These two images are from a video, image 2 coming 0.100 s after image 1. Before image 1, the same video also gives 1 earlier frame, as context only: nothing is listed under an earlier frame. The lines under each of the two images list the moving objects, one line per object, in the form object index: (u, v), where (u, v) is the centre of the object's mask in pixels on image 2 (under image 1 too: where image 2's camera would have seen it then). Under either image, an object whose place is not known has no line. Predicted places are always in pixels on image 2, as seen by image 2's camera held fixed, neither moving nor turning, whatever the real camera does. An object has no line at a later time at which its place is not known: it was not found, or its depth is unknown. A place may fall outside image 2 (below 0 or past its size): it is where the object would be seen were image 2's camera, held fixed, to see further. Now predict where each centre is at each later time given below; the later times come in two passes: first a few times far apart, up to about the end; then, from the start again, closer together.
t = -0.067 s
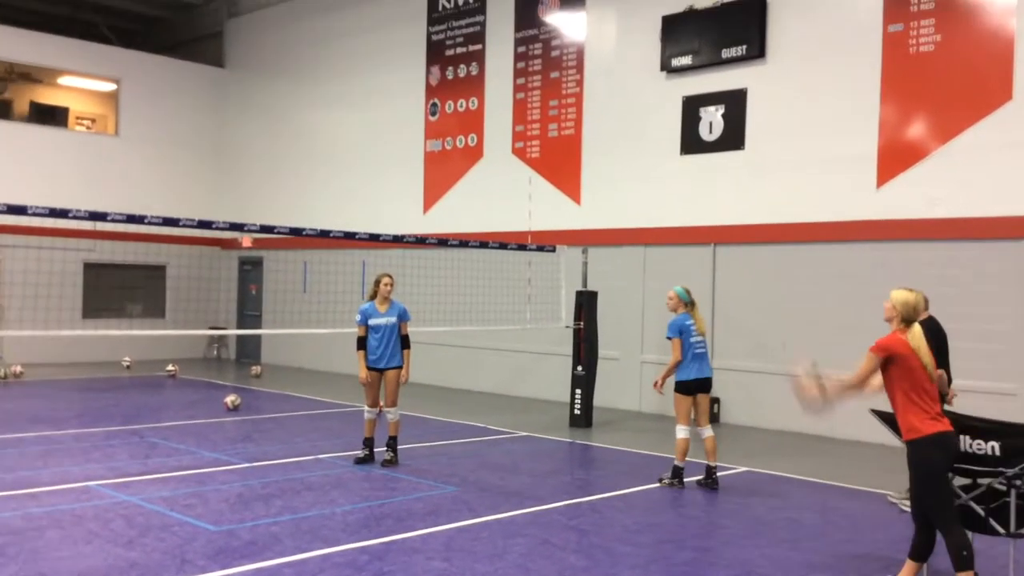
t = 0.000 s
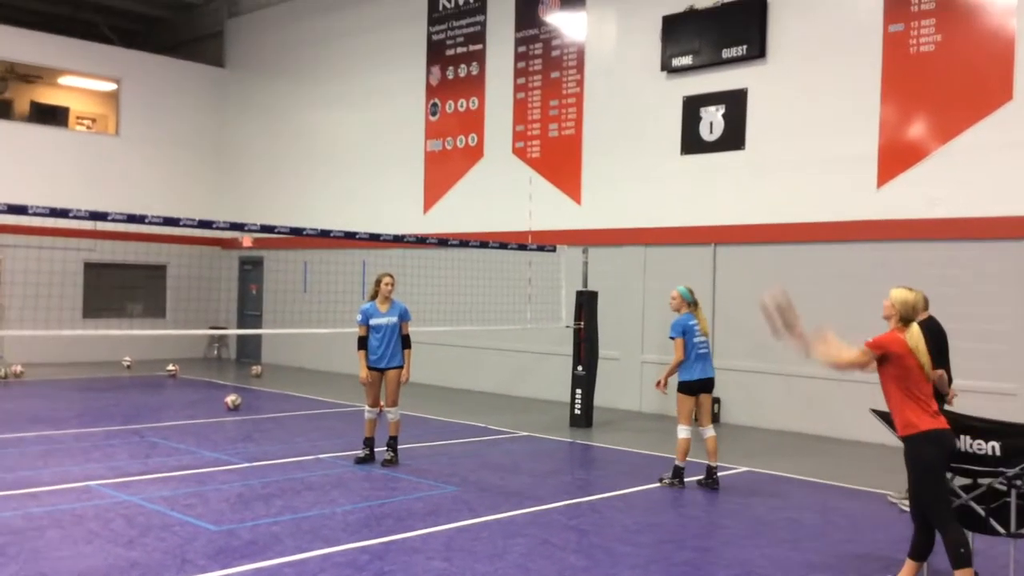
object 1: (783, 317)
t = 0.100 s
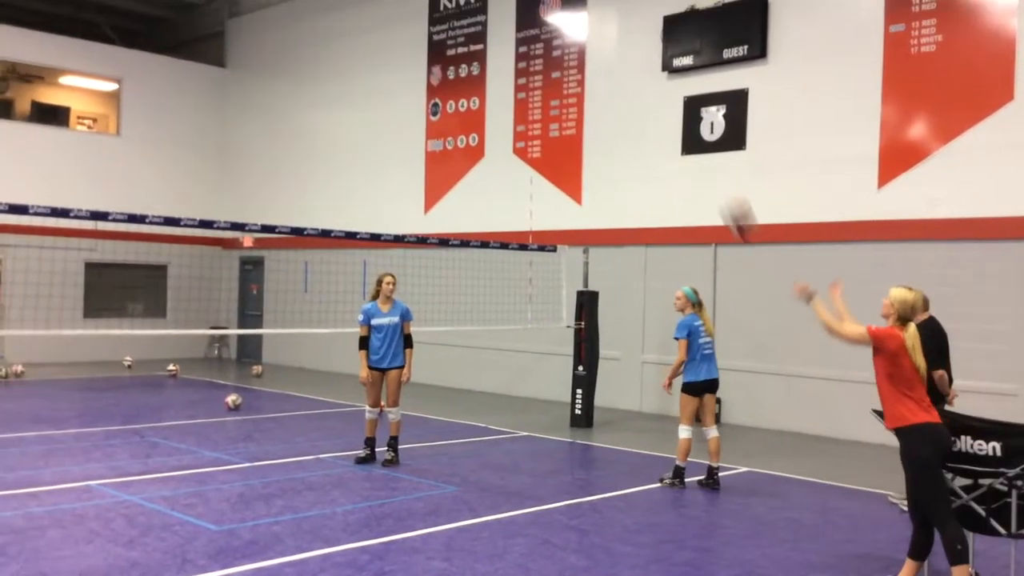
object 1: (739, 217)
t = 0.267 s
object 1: (678, 106)
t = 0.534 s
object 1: (593, 21)
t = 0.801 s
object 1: (516, 35)
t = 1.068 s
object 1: (449, 128)
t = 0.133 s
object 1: (727, 193)
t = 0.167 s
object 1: (713, 165)
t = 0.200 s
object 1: (698, 141)
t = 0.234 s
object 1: (688, 121)
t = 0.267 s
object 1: (678, 106)
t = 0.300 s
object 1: (666, 88)
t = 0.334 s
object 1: (655, 73)
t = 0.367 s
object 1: (644, 61)
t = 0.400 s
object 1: (633, 50)
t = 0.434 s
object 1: (622, 40)
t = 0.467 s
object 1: (612, 32)
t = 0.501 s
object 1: (602, 26)
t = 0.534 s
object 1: (593, 21)
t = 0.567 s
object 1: (582, 17)
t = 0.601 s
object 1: (572, 14)
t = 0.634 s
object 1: (560, 15)
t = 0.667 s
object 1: (550, 15)
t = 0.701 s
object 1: (541, 19)
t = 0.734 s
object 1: (532, 22)
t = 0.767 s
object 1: (526, 28)
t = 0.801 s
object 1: (516, 35)
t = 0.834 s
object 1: (507, 44)
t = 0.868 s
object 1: (498, 53)
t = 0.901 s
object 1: (490, 62)
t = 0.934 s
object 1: (481, 74)
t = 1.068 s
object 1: (449, 128)
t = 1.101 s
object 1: (442, 146)
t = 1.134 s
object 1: (435, 164)
